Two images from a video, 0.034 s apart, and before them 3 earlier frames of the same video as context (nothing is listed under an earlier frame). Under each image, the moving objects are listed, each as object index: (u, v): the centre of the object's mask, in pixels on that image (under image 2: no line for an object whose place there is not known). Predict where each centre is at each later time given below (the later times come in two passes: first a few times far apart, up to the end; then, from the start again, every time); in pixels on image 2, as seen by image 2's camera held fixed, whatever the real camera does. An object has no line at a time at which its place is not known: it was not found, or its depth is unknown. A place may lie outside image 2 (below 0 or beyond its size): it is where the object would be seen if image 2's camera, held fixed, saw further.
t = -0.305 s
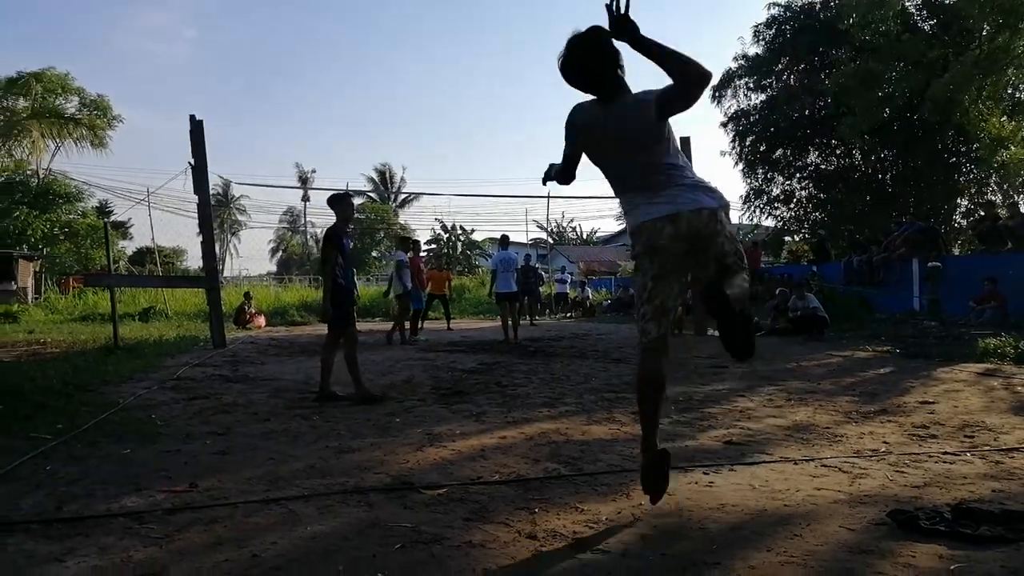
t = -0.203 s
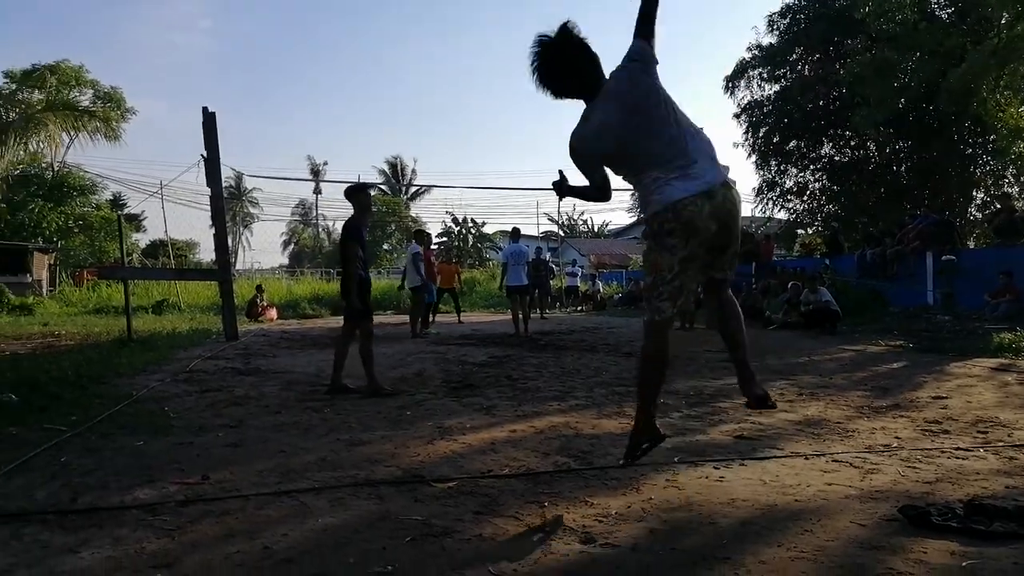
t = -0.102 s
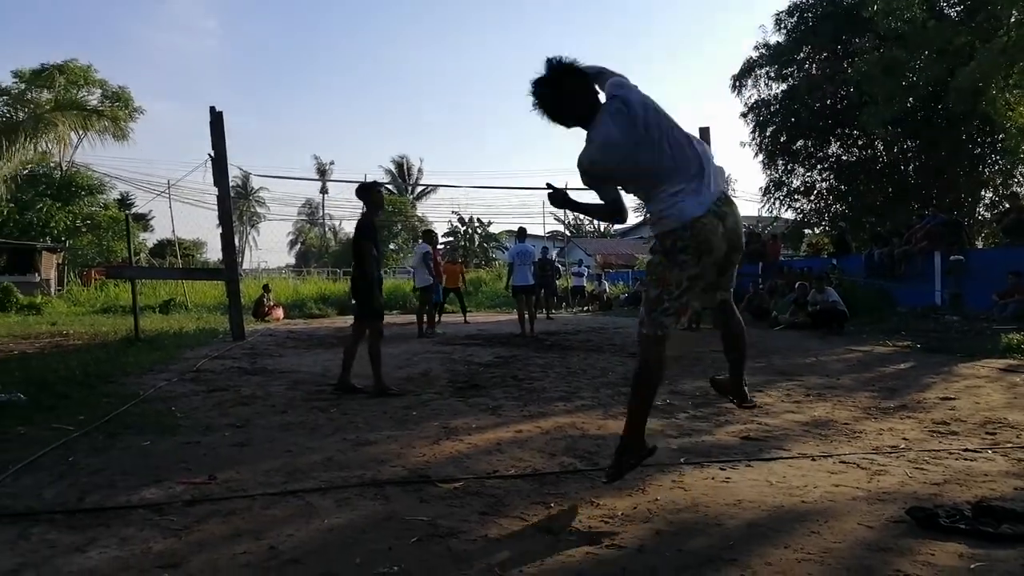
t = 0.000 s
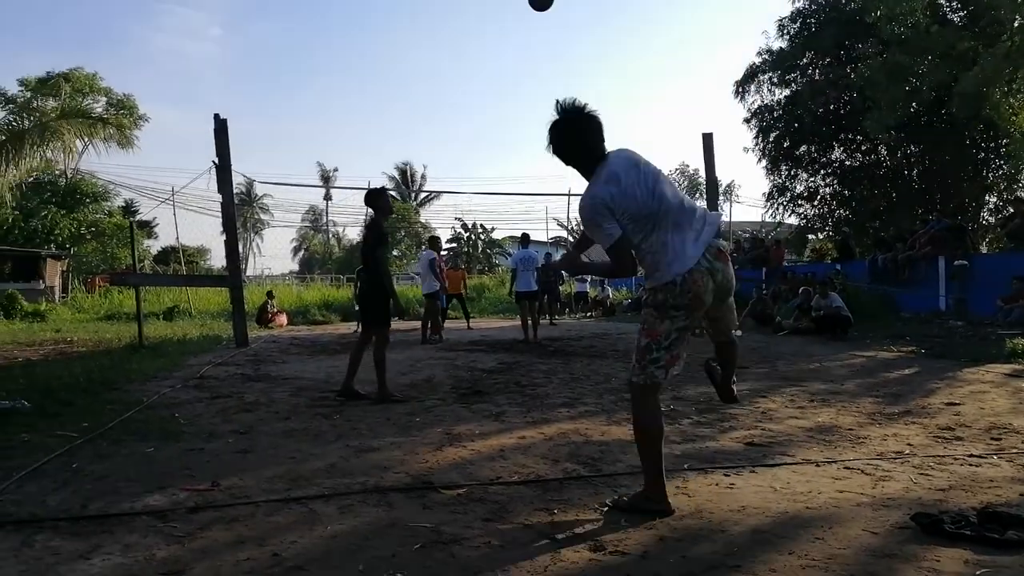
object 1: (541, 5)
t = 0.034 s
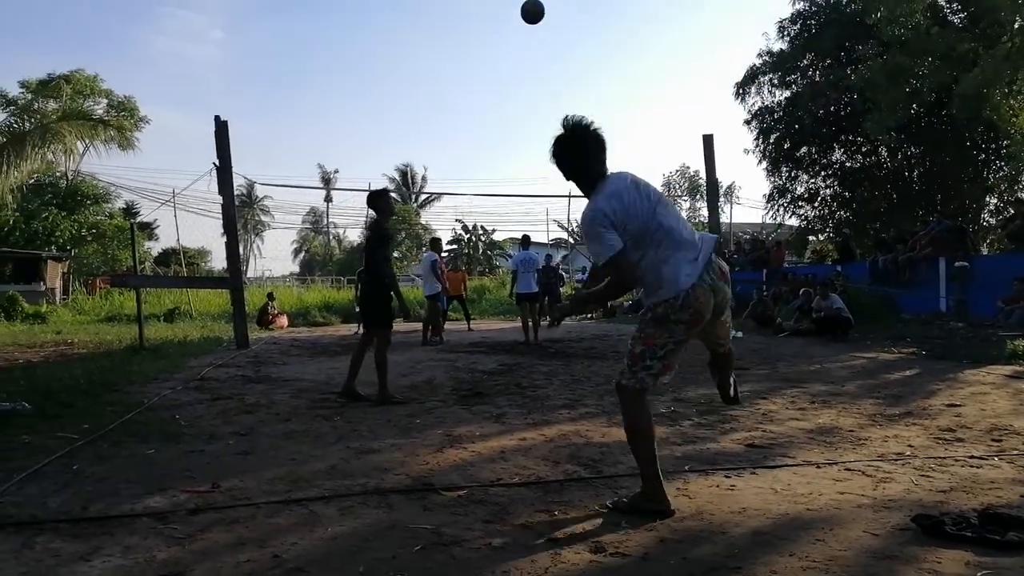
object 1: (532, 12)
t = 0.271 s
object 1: (496, 96)
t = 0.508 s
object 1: (476, 178)
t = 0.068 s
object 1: (525, 24)
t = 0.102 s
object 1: (519, 36)
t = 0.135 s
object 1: (513, 49)
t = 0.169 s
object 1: (508, 60)
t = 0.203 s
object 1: (504, 72)
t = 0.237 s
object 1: (500, 84)
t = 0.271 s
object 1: (496, 96)
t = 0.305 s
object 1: (493, 108)
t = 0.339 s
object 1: (490, 120)
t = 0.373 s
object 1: (487, 131)
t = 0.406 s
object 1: (484, 143)
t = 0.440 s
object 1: (481, 155)
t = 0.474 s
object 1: (479, 166)
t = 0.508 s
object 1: (476, 178)
